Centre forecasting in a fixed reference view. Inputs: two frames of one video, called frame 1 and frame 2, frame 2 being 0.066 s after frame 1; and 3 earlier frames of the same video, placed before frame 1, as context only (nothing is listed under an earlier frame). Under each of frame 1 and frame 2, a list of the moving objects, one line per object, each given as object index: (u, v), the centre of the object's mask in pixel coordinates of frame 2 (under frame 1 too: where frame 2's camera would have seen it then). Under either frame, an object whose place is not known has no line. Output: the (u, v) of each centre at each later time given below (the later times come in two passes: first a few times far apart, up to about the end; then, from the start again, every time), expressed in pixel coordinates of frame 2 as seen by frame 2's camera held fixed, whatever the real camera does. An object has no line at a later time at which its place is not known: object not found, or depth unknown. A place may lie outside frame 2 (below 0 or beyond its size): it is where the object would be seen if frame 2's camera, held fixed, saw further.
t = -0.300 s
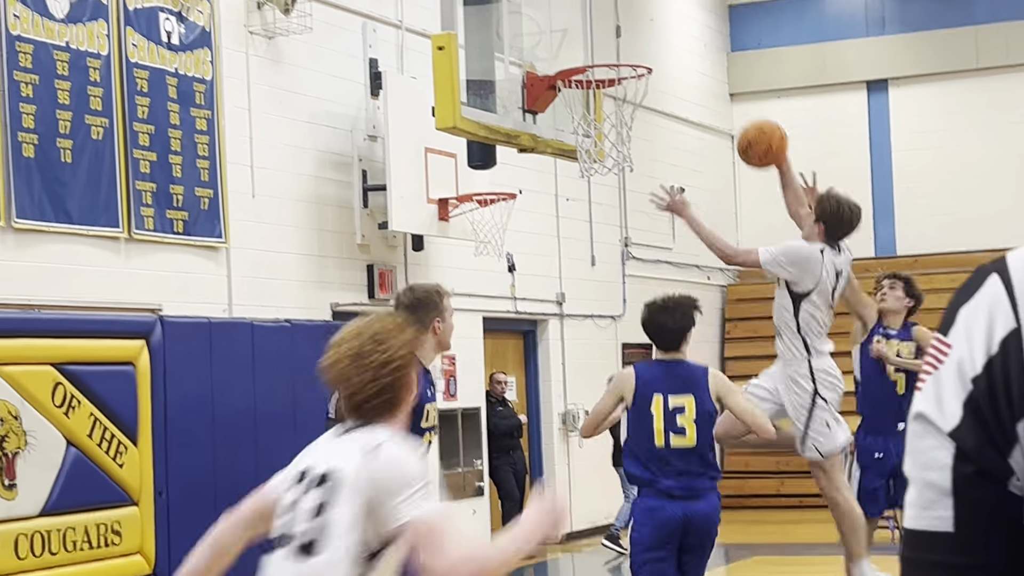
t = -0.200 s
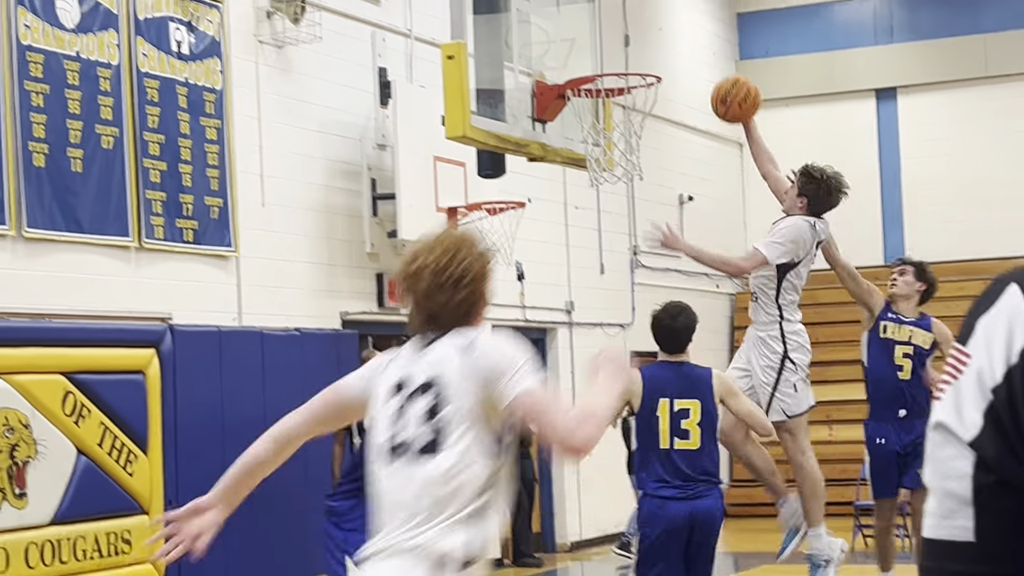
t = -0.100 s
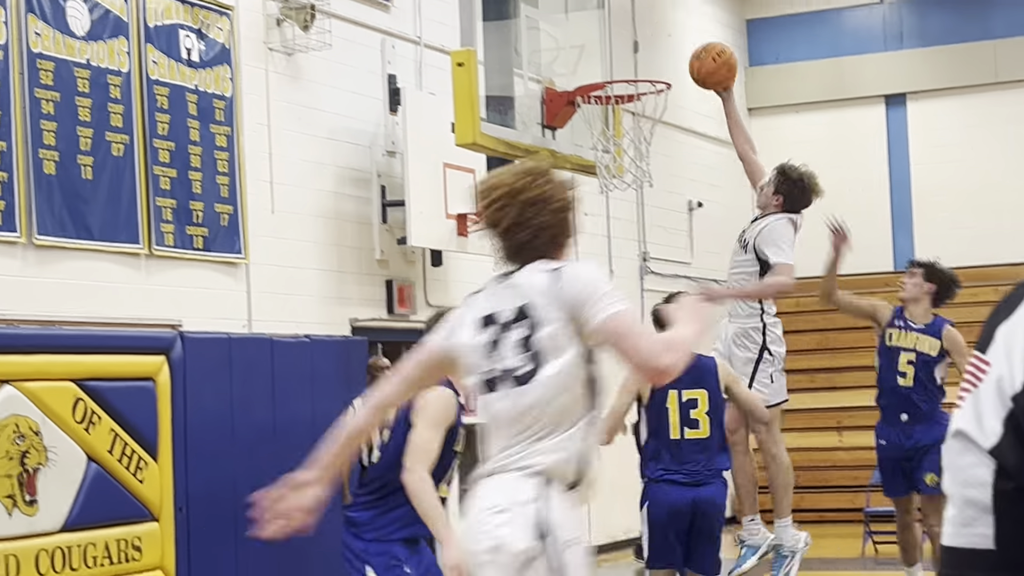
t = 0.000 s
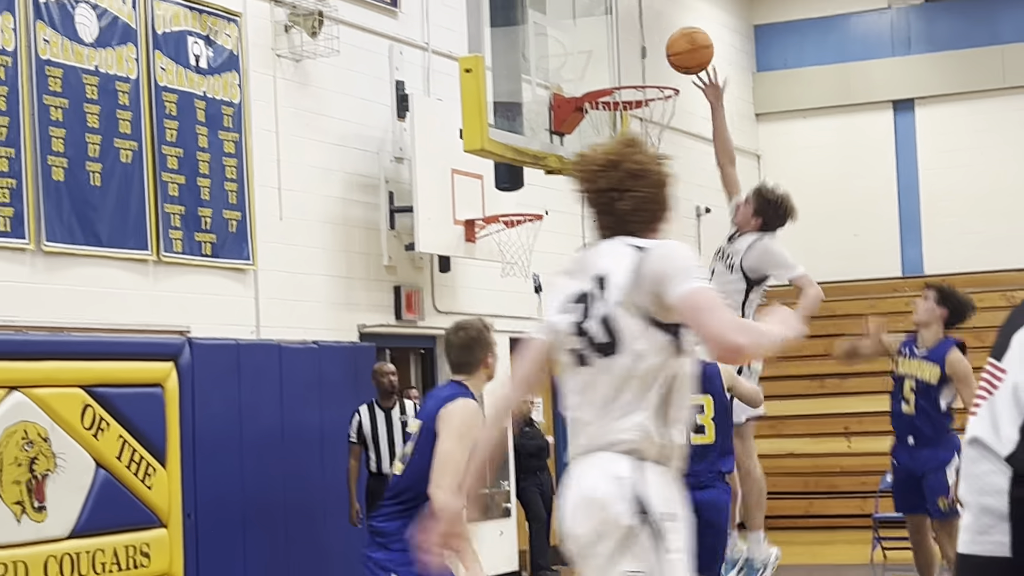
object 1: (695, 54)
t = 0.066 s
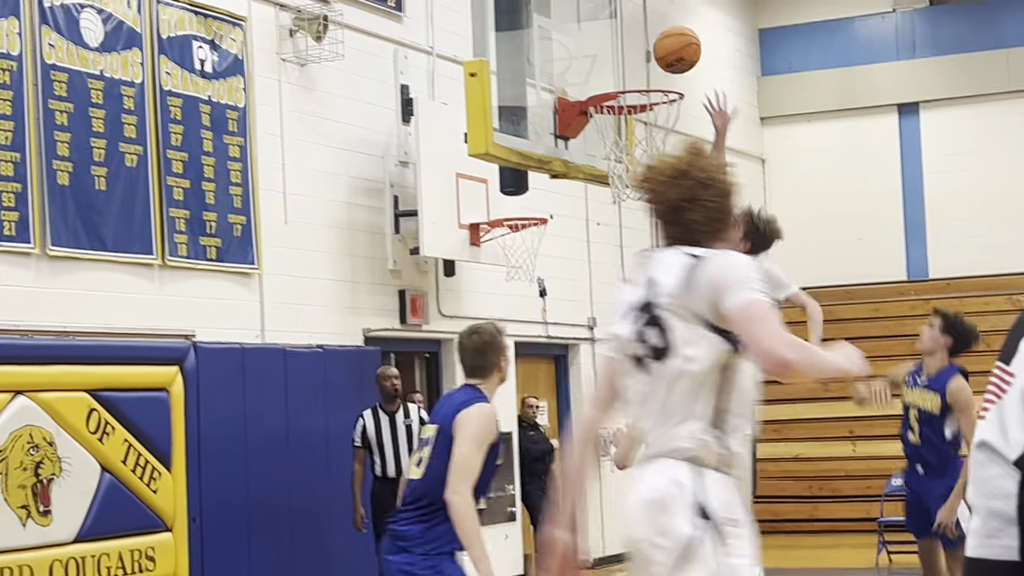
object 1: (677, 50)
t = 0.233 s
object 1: (636, 73)
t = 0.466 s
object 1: (603, 158)
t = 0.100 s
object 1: (668, 50)
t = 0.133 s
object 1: (660, 53)
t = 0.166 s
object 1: (652, 59)
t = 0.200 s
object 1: (644, 66)
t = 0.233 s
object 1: (636, 73)
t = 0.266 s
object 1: (630, 86)
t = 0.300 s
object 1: (622, 100)
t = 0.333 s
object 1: (614, 119)
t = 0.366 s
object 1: (607, 130)
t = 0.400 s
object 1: (602, 140)
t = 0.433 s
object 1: (602, 151)
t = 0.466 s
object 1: (603, 158)
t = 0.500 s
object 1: (604, 168)
